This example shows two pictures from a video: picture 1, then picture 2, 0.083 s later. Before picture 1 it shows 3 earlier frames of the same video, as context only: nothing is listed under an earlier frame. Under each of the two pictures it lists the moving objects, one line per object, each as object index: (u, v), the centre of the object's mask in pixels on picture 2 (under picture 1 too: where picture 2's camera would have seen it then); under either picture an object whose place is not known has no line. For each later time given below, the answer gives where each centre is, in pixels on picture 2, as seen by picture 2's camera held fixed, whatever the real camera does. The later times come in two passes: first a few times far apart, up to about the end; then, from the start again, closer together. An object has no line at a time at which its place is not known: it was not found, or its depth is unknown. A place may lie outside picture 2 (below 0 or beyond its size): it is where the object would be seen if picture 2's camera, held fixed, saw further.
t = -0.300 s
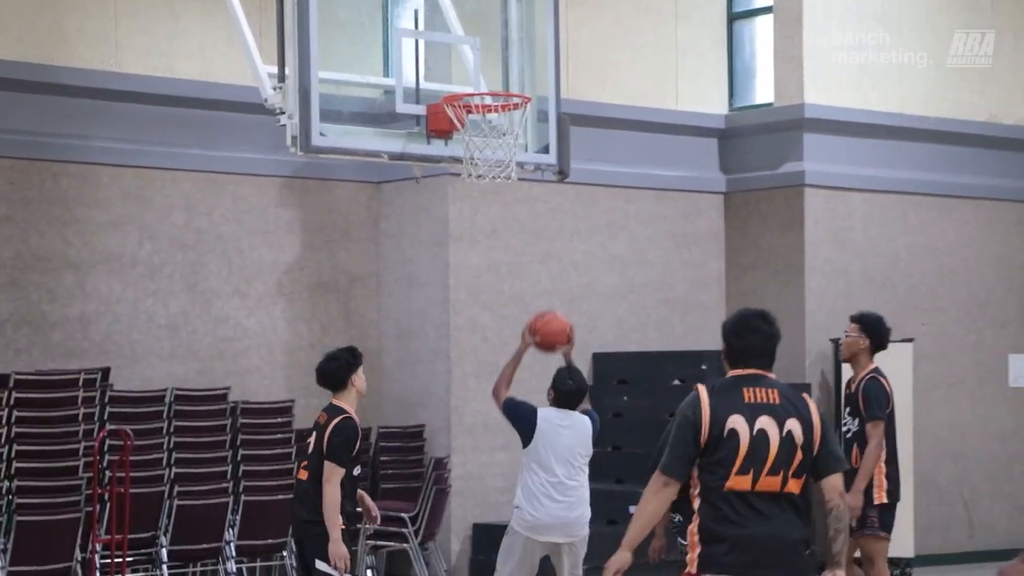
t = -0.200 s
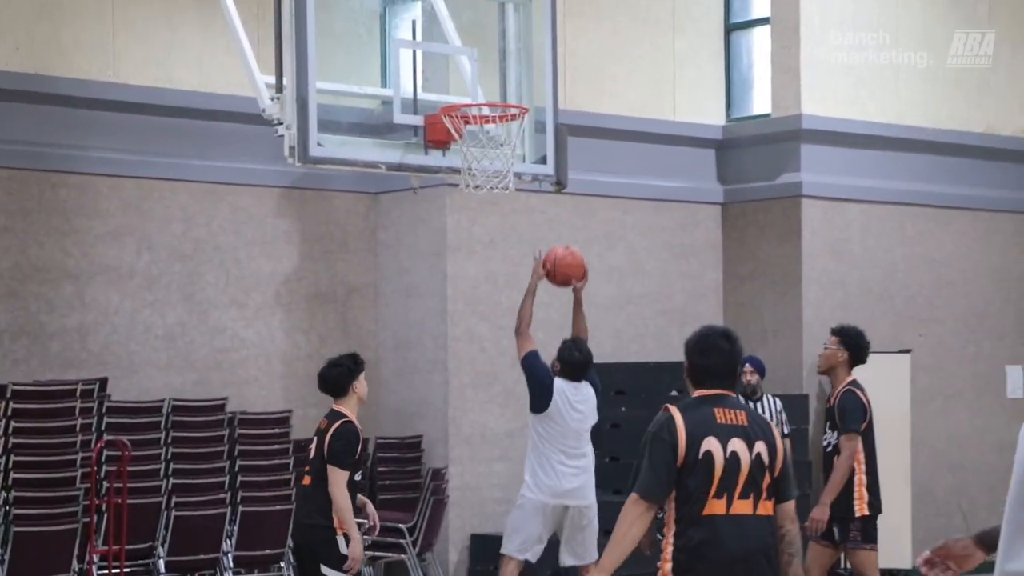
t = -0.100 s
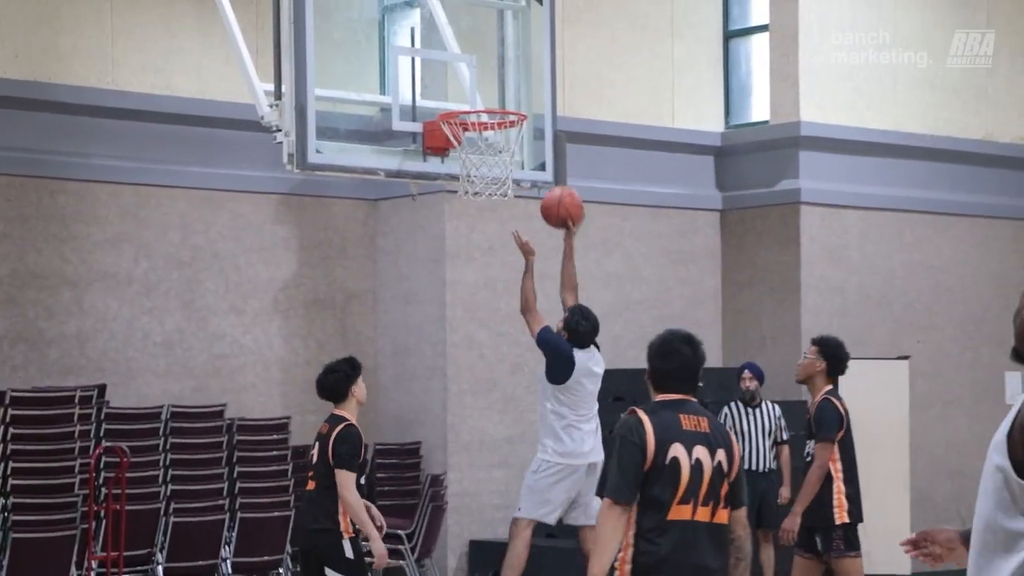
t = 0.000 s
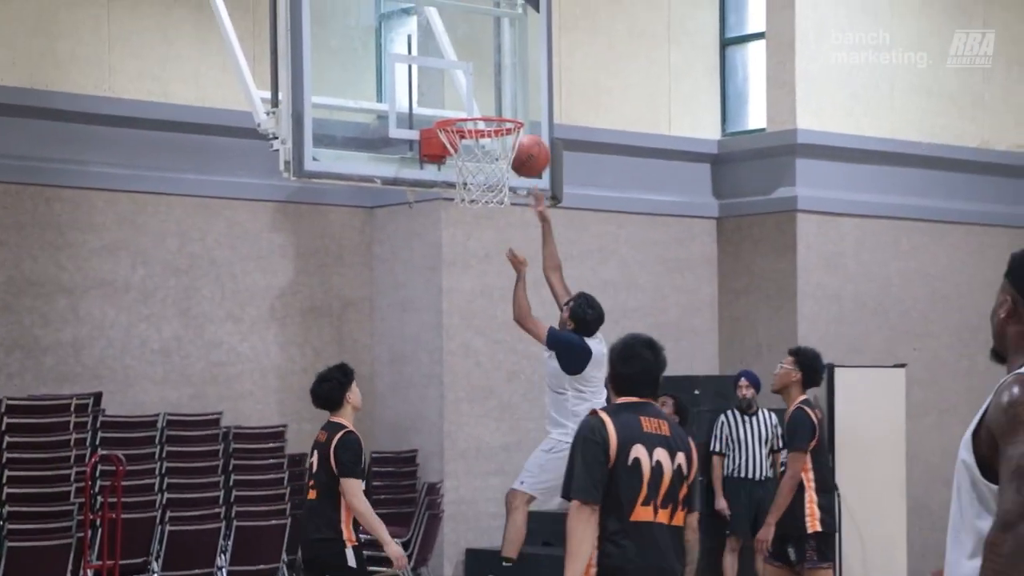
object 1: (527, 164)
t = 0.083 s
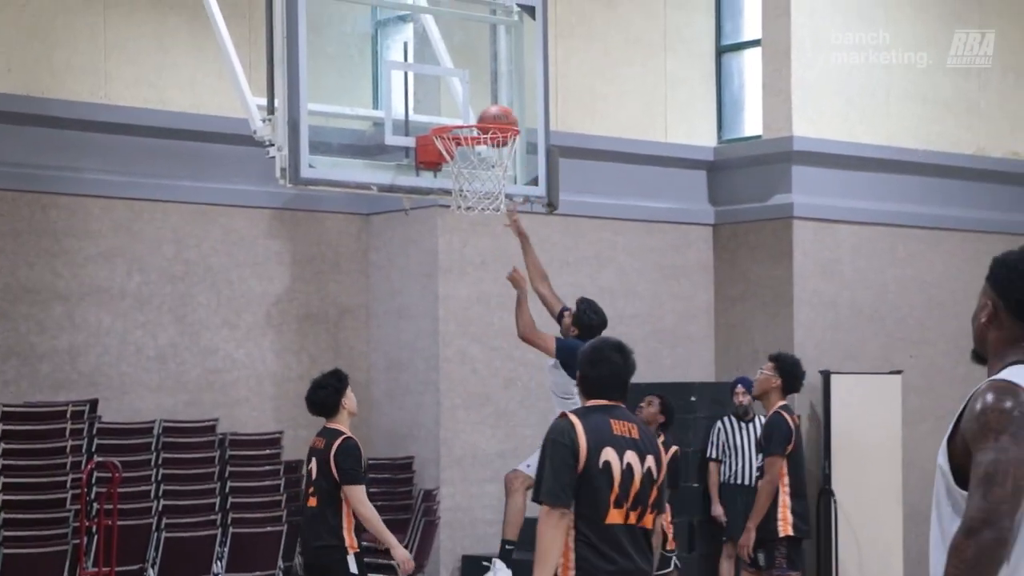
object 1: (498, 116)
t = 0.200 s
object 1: (474, 99)
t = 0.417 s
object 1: (482, 112)
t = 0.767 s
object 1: (493, 272)
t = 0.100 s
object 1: (491, 115)
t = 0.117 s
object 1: (486, 111)
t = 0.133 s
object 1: (480, 108)
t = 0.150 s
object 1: (475, 105)
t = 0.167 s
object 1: (474, 103)
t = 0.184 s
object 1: (474, 101)
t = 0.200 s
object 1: (474, 99)
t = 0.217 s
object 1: (475, 97)
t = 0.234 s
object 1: (476, 96)
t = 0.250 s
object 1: (476, 96)
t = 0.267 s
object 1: (477, 96)
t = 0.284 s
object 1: (477, 97)
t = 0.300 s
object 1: (478, 98)
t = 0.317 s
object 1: (479, 100)
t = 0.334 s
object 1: (479, 101)
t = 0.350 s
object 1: (480, 103)
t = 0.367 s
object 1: (480, 106)
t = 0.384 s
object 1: (480, 108)
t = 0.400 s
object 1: (481, 110)
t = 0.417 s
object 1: (482, 112)
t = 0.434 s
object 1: (482, 125)
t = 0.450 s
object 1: (482, 130)
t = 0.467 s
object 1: (484, 136)
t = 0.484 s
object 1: (485, 145)
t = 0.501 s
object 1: (485, 151)
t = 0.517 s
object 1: (485, 158)
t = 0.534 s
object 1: (486, 166)
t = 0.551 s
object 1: (487, 174)
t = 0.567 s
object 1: (487, 181)
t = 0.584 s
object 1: (488, 186)
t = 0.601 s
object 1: (488, 194)
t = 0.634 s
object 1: (489, 205)
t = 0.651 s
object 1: (490, 210)
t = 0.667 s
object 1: (490, 216)
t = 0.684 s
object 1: (490, 225)
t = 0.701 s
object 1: (490, 234)
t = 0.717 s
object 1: (491, 243)
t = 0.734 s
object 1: (492, 252)
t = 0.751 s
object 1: (492, 262)
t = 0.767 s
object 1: (493, 272)
